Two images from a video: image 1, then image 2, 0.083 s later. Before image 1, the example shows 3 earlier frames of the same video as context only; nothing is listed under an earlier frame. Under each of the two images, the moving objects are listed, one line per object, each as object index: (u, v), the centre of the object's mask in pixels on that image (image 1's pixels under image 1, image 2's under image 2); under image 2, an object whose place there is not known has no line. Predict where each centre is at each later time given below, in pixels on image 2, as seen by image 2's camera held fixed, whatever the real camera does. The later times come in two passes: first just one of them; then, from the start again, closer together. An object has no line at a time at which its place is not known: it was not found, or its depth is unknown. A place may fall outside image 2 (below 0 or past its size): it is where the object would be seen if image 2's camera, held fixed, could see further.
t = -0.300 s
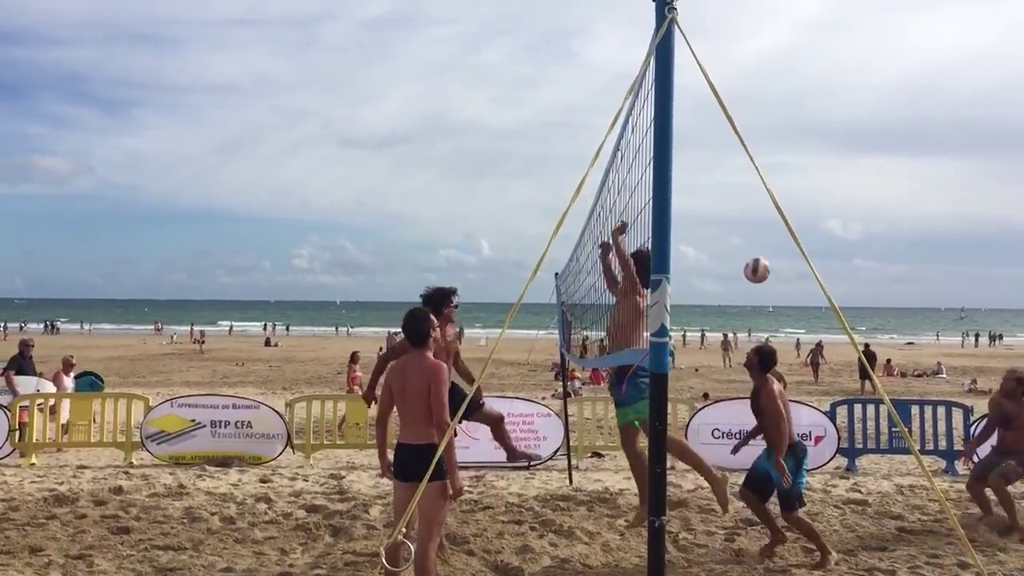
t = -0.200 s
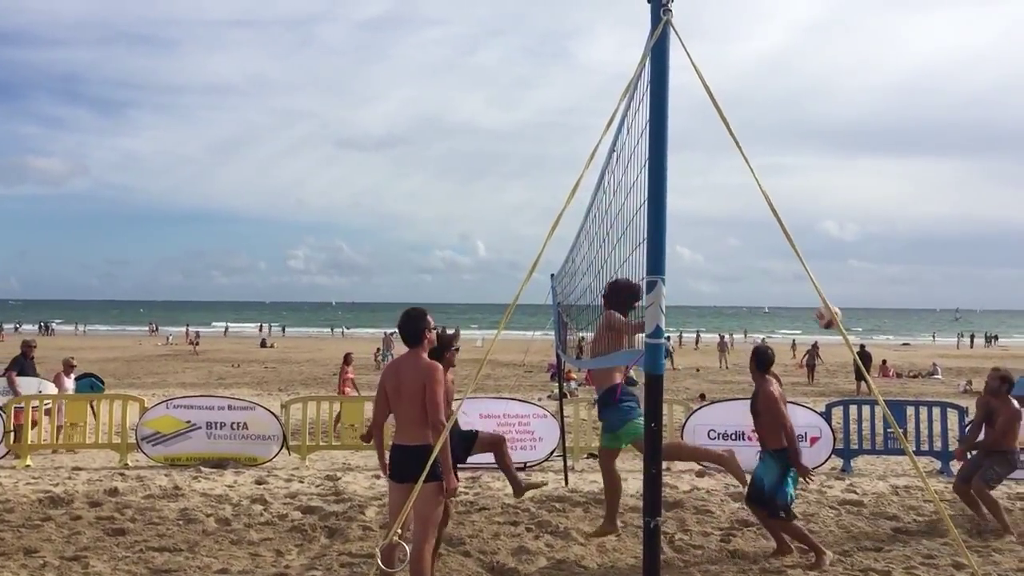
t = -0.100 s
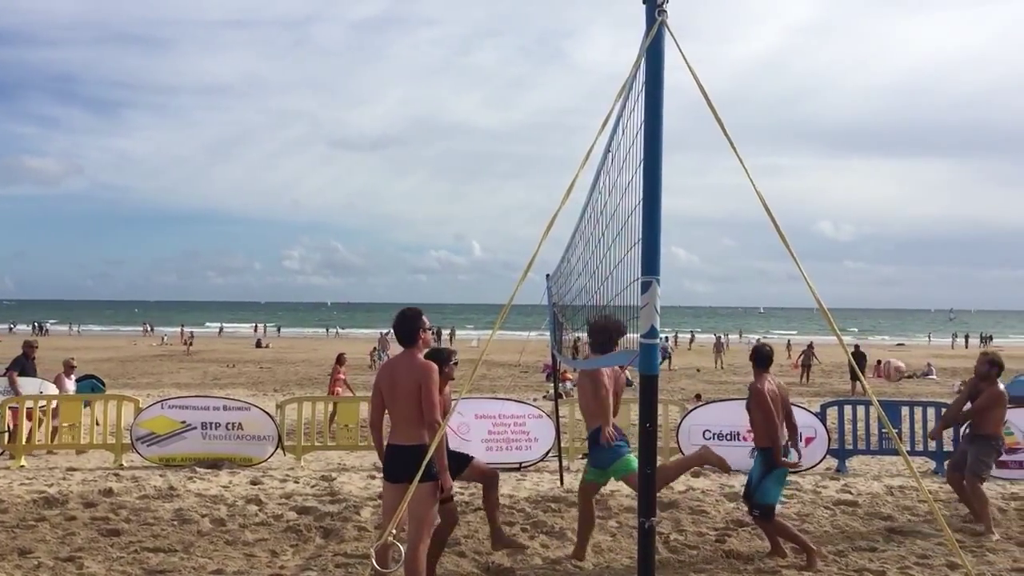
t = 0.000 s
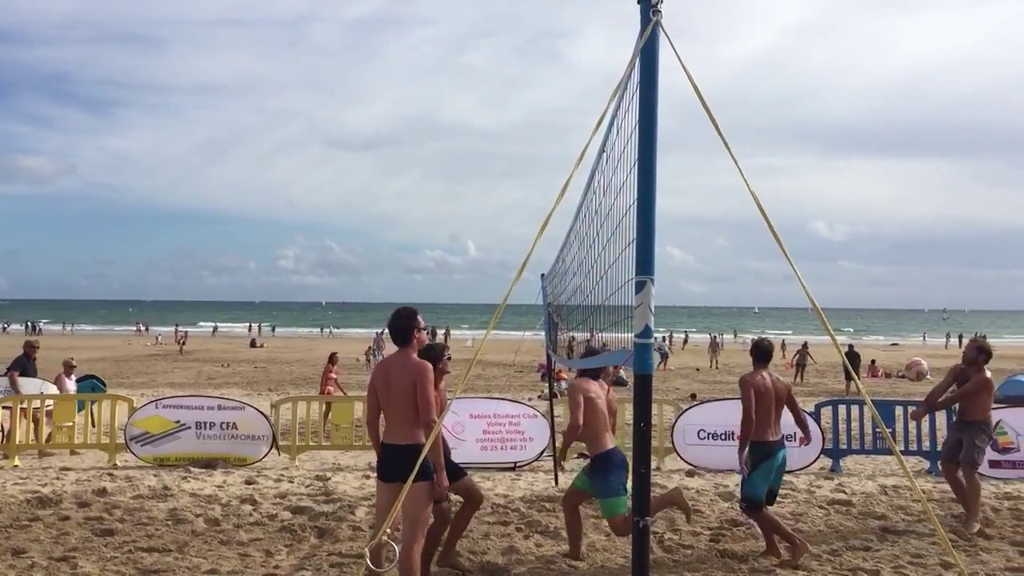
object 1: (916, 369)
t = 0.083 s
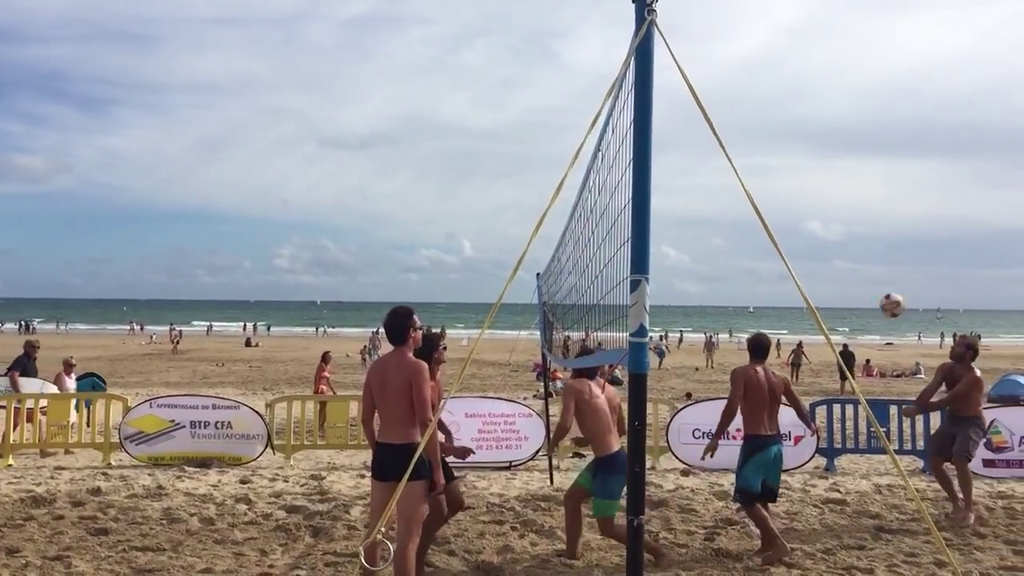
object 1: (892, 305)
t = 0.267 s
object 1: (857, 191)
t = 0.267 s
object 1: (857, 191)
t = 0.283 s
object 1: (853, 182)
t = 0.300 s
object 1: (850, 173)
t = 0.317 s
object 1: (848, 165)
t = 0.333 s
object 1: (845, 157)
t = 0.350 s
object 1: (843, 149)
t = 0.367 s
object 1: (839, 142)
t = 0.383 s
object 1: (836, 135)
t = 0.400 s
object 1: (833, 128)
